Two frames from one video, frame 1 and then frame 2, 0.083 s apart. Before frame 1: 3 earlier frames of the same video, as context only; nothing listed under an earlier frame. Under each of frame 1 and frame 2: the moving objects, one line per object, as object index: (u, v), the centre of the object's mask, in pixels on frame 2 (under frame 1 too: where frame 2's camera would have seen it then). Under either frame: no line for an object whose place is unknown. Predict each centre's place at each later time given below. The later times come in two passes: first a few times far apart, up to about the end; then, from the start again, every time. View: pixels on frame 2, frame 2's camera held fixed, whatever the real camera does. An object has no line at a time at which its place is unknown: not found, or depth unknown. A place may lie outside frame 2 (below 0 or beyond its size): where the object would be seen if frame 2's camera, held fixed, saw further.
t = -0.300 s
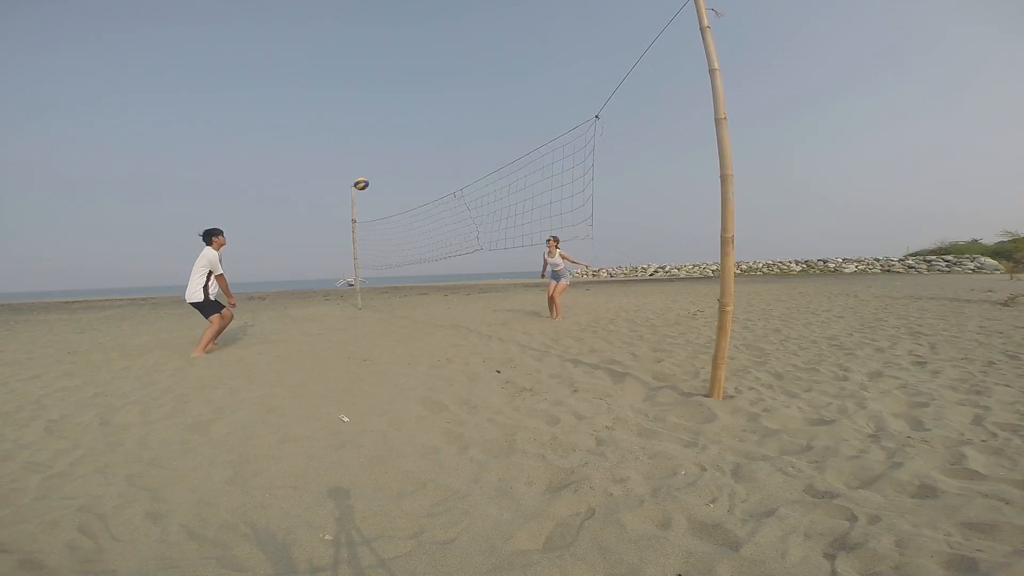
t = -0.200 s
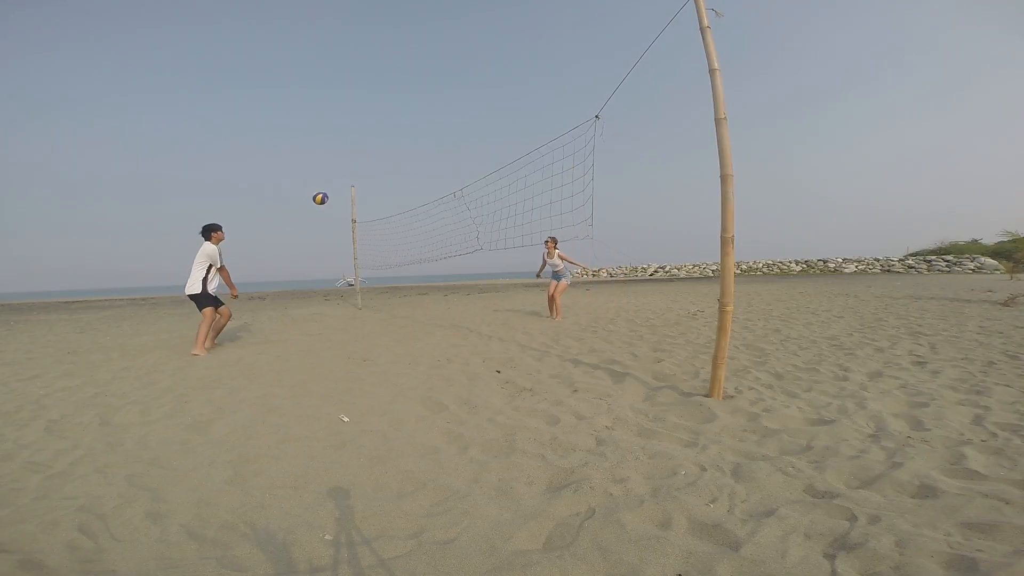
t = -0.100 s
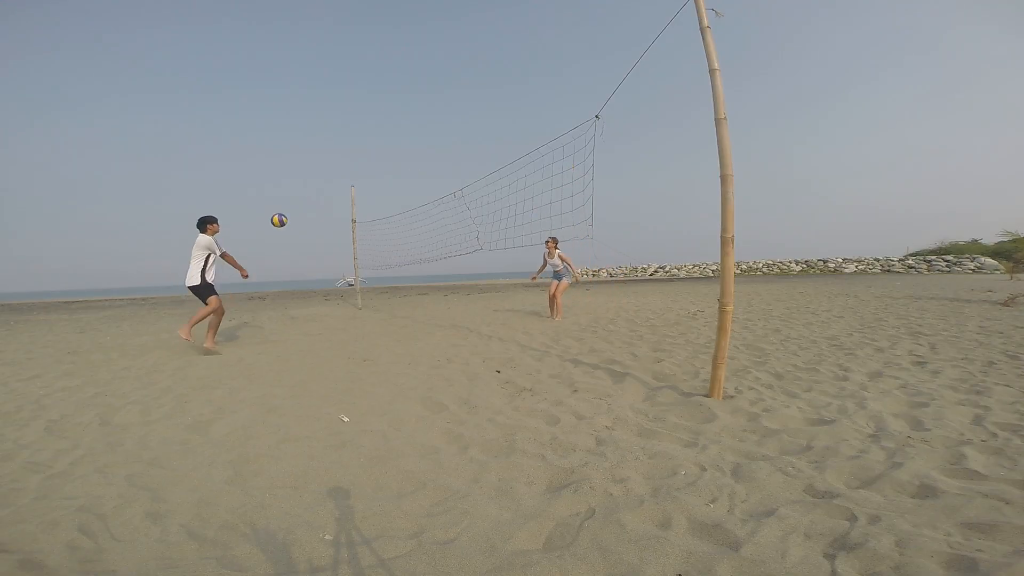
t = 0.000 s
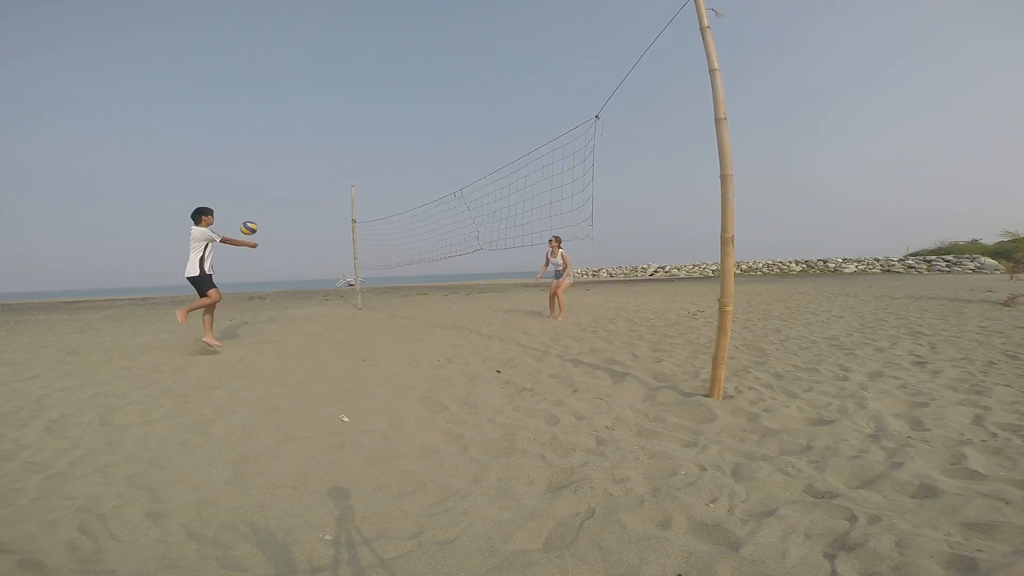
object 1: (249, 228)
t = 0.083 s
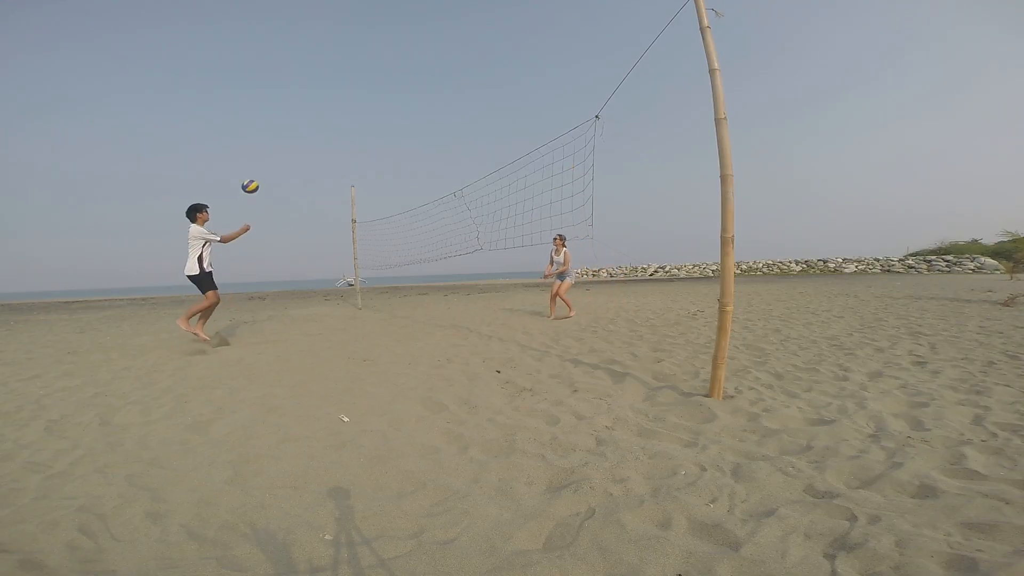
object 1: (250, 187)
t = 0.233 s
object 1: (256, 129)
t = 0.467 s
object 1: (270, 73)
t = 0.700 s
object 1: (280, 49)
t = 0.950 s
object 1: (284, 53)
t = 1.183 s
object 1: (284, 87)
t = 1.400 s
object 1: (283, 157)
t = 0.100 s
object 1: (250, 179)
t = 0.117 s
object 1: (251, 172)
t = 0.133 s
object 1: (252, 165)
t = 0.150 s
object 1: (252, 158)
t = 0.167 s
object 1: (253, 152)
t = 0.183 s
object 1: (254, 146)
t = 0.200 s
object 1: (255, 140)
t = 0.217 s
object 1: (256, 134)
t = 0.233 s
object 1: (256, 129)
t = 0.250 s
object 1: (257, 124)
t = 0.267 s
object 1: (258, 118)
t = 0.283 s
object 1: (259, 114)
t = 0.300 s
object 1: (260, 109)
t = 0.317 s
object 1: (261, 105)
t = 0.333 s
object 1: (262, 101)
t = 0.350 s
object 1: (263, 97)
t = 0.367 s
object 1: (264, 93)
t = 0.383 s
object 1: (265, 89)
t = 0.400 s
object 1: (266, 86)
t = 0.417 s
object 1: (267, 83)
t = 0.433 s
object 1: (268, 79)
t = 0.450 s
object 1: (269, 76)
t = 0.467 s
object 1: (270, 73)
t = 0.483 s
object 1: (271, 71)
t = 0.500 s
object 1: (272, 68)
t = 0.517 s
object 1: (273, 66)
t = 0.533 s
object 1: (273, 64)
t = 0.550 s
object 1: (274, 62)
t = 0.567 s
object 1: (275, 60)
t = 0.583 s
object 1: (275, 58)
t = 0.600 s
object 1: (276, 56)
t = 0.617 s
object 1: (277, 55)
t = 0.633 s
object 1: (277, 54)
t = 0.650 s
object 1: (278, 52)
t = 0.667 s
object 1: (278, 51)
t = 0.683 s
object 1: (279, 50)
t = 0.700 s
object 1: (280, 49)
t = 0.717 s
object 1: (280, 49)
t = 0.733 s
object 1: (280, 49)
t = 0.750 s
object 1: (281, 48)
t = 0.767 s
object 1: (281, 48)
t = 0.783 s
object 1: (282, 48)
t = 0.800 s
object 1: (282, 48)
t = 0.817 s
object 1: (283, 48)
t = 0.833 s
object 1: (283, 48)
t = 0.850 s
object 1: (283, 48)
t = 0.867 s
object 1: (284, 48)
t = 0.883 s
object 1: (284, 49)
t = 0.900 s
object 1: (284, 50)
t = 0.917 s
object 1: (284, 51)
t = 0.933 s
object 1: (284, 52)
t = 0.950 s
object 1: (284, 53)
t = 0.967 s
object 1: (285, 54)
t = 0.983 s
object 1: (285, 56)
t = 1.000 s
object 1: (285, 58)
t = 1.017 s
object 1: (285, 59)
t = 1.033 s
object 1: (285, 61)
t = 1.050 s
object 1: (284, 63)
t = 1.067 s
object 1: (284, 66)
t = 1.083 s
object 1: (284, 68)
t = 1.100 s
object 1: (284, 71)
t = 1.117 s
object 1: (284, 74)
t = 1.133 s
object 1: (284, 77)
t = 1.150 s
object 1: (284, 80)
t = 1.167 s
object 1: (284, 84)
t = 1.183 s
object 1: (284, 87)
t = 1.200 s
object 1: (284, 91)
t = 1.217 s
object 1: (283, 95)
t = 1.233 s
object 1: (283, 99)
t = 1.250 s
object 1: (283, 104)
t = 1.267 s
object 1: (283, 108)
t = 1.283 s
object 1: (283, 114)
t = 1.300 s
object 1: (283, 119)
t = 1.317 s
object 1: (283, 125)
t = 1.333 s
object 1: (283, 130)
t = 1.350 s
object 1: (283, 137)
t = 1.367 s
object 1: (283, 143)
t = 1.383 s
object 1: (283, 149)
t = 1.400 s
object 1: (283, 157)
